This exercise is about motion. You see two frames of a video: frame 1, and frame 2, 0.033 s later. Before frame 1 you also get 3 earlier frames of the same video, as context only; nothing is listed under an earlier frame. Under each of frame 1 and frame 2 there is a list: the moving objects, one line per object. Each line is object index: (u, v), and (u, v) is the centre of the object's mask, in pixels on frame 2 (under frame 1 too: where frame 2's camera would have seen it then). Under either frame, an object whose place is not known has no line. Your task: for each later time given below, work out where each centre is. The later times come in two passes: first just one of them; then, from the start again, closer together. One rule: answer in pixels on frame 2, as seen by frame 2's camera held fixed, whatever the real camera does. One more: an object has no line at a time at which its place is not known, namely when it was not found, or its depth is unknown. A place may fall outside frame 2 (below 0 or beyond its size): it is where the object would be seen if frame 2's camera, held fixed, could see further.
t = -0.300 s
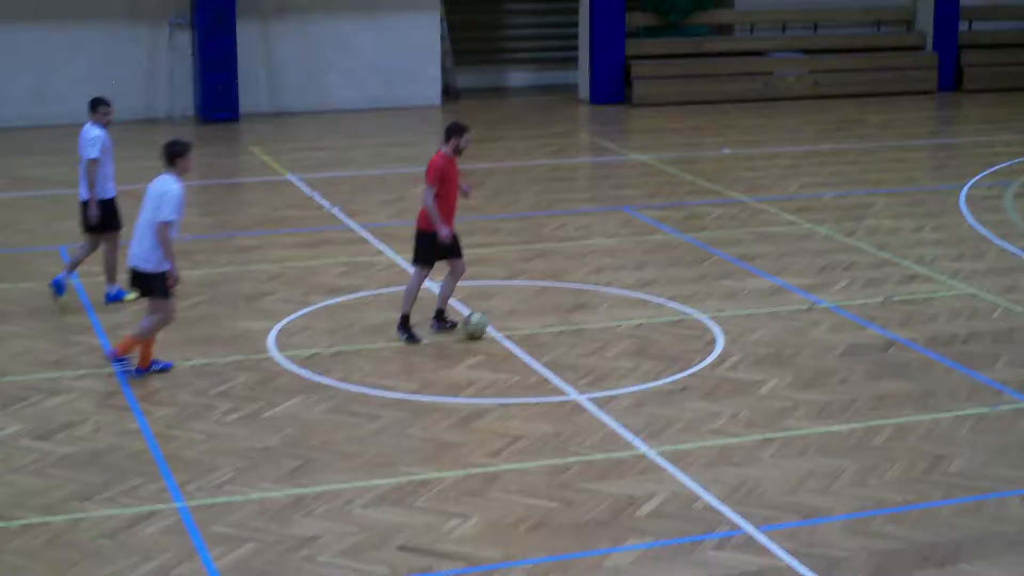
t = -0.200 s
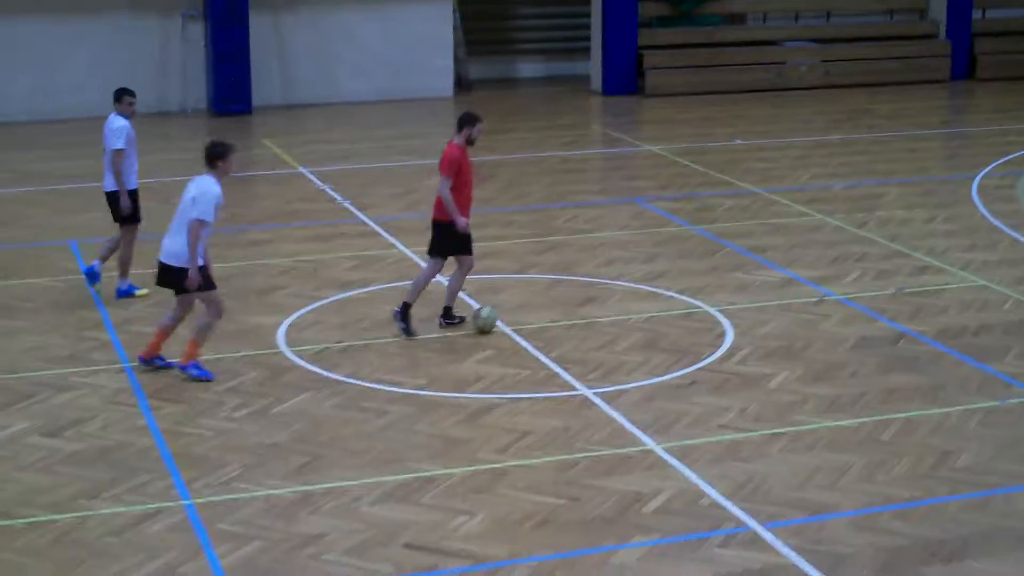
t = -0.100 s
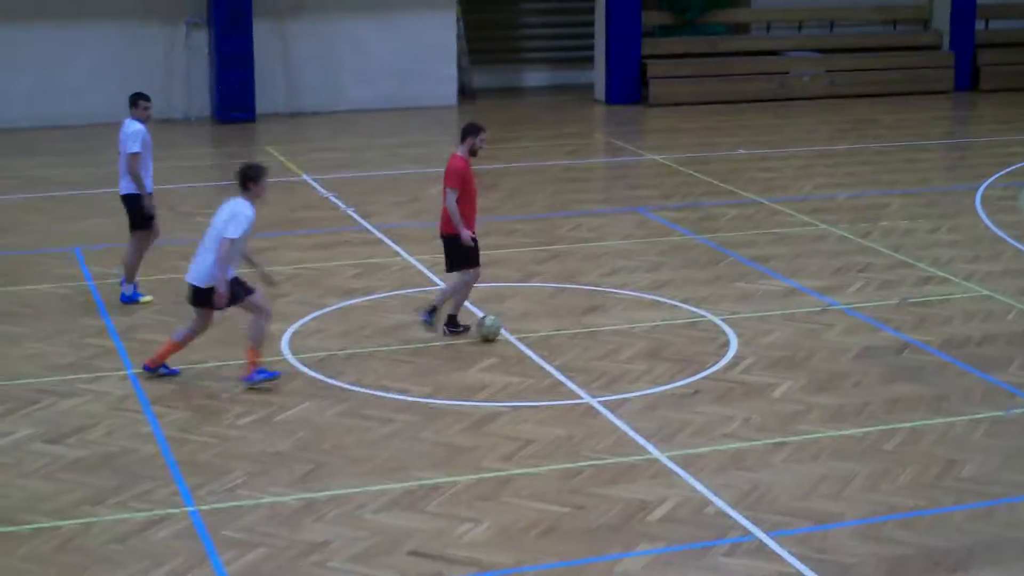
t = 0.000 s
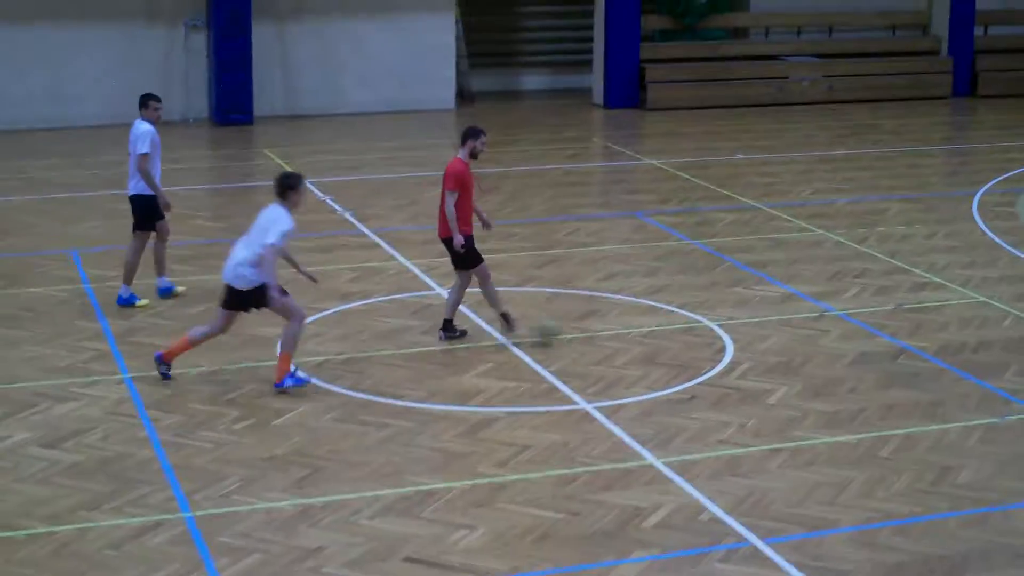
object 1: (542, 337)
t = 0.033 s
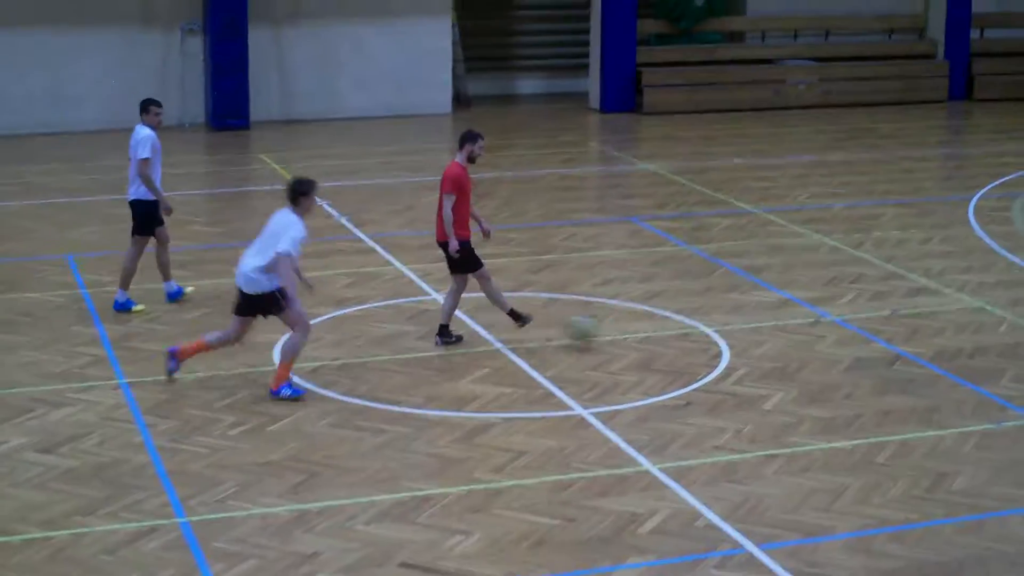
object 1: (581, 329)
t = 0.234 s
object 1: (811, 335)
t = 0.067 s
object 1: (622, 329)
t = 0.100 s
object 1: (659, 327)
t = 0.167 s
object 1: (738, 327)
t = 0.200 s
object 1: (776, 336)
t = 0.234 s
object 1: (811, 335)
